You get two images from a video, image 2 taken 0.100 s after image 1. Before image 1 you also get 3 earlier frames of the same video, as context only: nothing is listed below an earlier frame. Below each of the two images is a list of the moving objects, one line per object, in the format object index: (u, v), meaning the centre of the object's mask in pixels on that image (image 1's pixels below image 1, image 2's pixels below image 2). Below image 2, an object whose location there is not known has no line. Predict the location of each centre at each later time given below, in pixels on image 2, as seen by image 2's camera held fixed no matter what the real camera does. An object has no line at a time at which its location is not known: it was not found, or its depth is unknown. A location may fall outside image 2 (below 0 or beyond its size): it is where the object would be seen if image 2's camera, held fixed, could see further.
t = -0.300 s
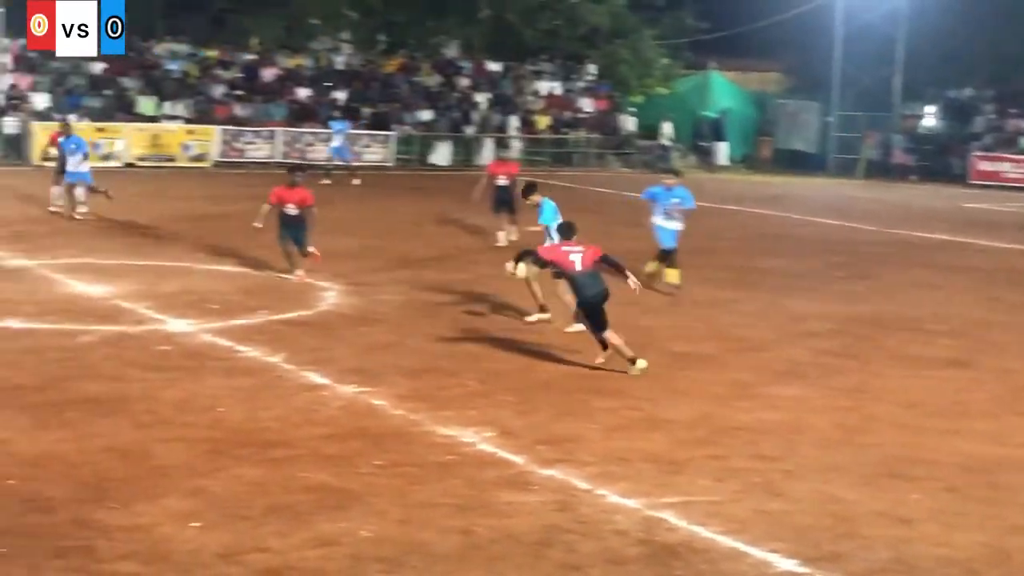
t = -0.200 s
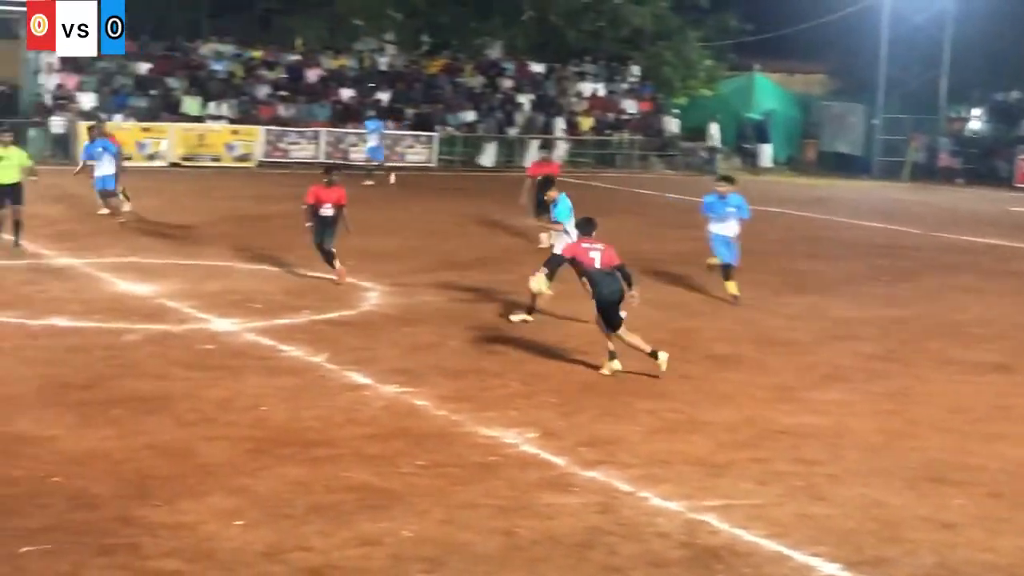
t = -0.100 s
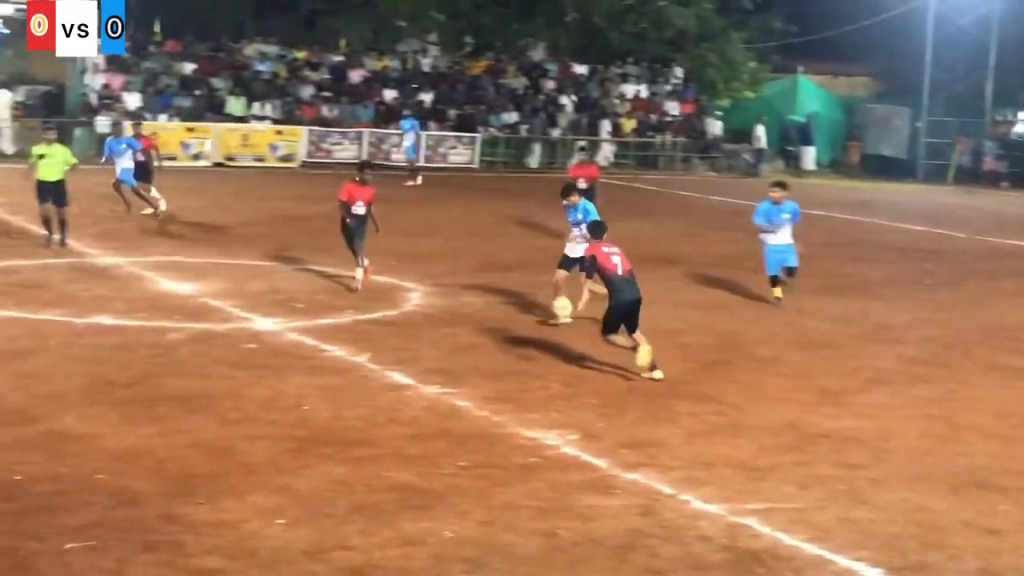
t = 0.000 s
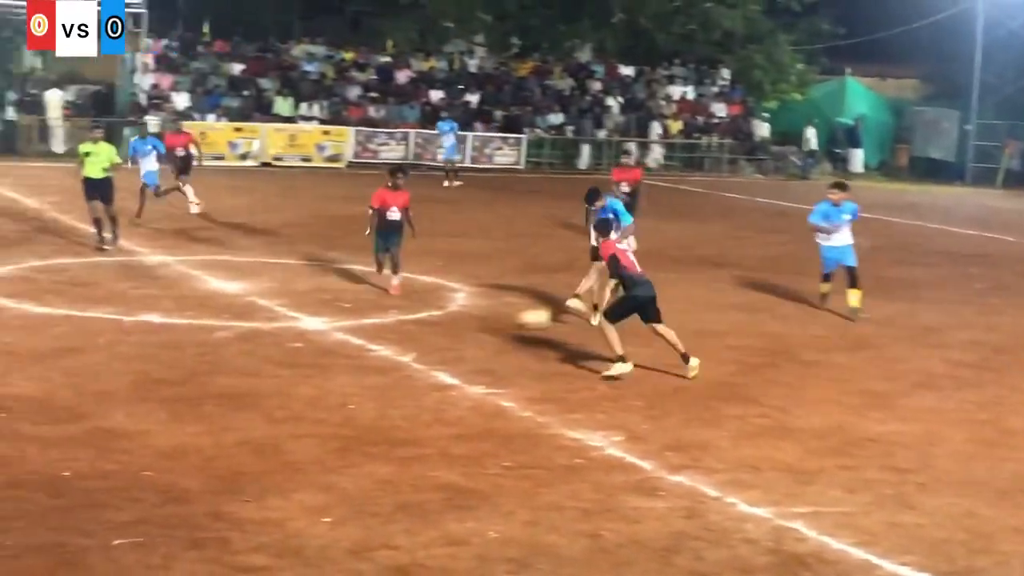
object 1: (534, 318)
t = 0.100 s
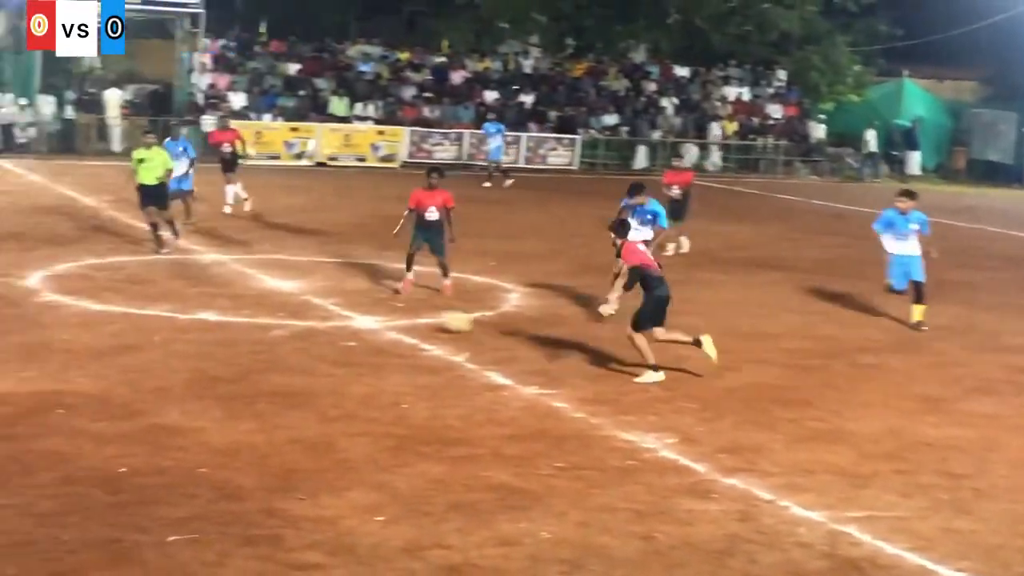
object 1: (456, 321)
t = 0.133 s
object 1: (412, 322)
